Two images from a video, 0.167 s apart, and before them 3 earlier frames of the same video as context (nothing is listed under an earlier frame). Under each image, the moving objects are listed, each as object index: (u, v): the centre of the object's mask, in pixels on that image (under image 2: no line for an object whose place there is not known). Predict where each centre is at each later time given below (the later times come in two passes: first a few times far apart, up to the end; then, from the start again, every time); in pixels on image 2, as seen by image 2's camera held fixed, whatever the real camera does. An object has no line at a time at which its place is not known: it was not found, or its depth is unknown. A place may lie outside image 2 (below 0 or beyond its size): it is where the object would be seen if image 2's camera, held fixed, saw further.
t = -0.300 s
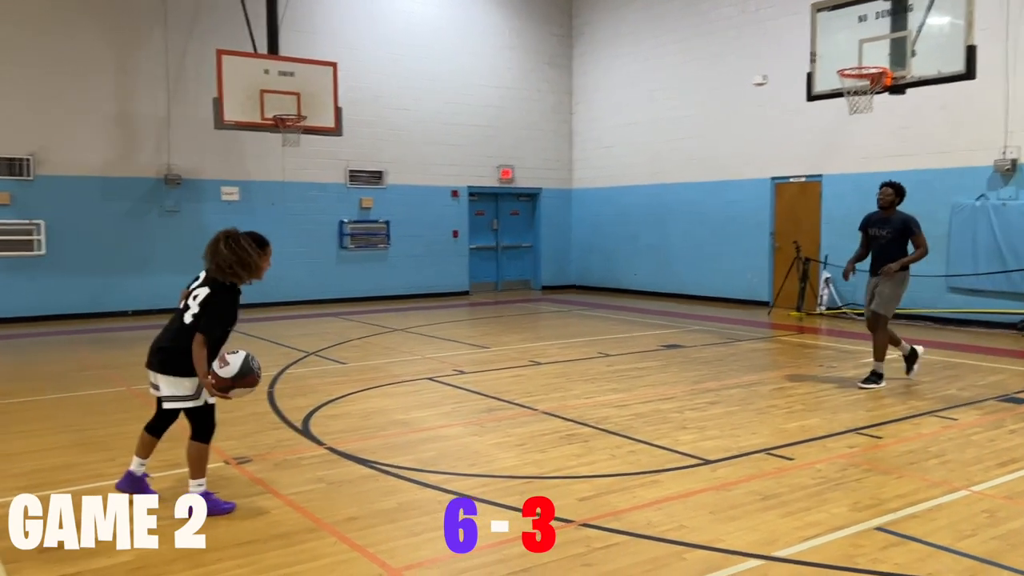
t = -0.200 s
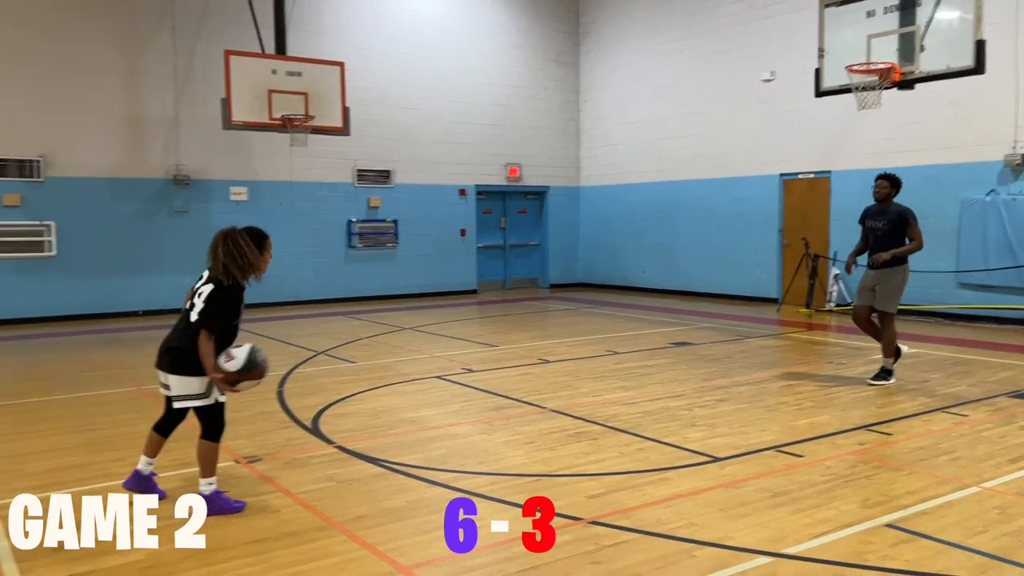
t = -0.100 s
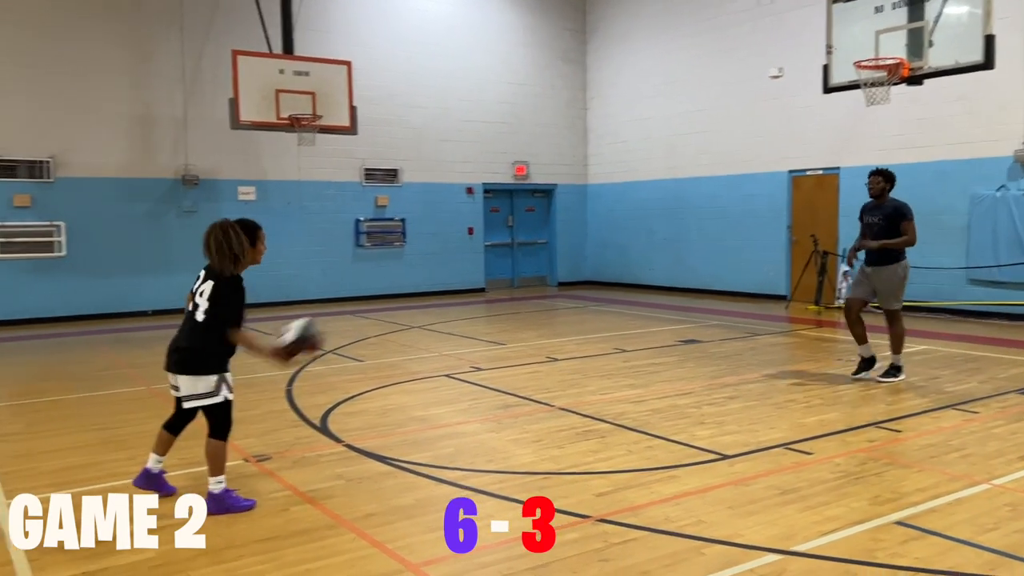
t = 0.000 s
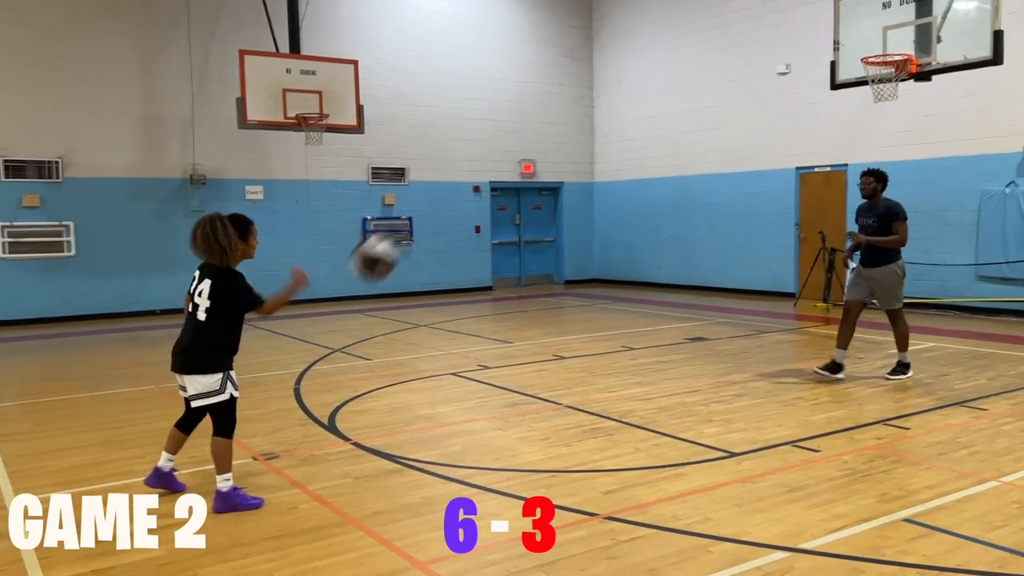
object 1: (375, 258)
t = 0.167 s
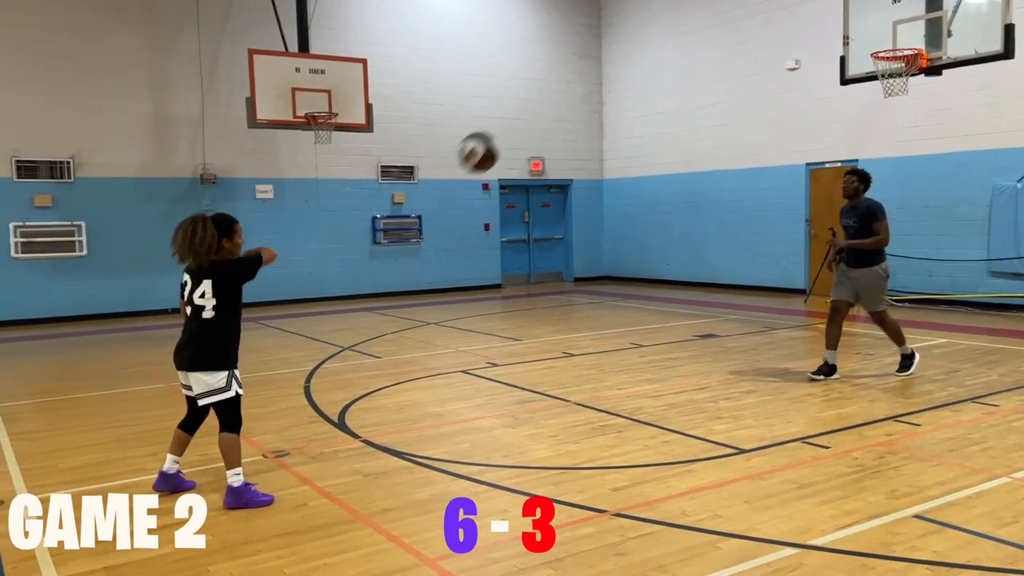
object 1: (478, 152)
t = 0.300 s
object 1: (544, 112)
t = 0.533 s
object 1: (640, 111)
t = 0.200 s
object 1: (496, 138)
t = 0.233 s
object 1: (513, 128)
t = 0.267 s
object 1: (529, 119)
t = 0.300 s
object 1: (544, 112)
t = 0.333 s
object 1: (560, 107)
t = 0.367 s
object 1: (574, 104)
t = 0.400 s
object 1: (588, 102)
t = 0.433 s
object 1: (601, 102)
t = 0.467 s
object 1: (614, 104)
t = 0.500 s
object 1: (627, 107)
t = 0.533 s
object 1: (640, 111)
